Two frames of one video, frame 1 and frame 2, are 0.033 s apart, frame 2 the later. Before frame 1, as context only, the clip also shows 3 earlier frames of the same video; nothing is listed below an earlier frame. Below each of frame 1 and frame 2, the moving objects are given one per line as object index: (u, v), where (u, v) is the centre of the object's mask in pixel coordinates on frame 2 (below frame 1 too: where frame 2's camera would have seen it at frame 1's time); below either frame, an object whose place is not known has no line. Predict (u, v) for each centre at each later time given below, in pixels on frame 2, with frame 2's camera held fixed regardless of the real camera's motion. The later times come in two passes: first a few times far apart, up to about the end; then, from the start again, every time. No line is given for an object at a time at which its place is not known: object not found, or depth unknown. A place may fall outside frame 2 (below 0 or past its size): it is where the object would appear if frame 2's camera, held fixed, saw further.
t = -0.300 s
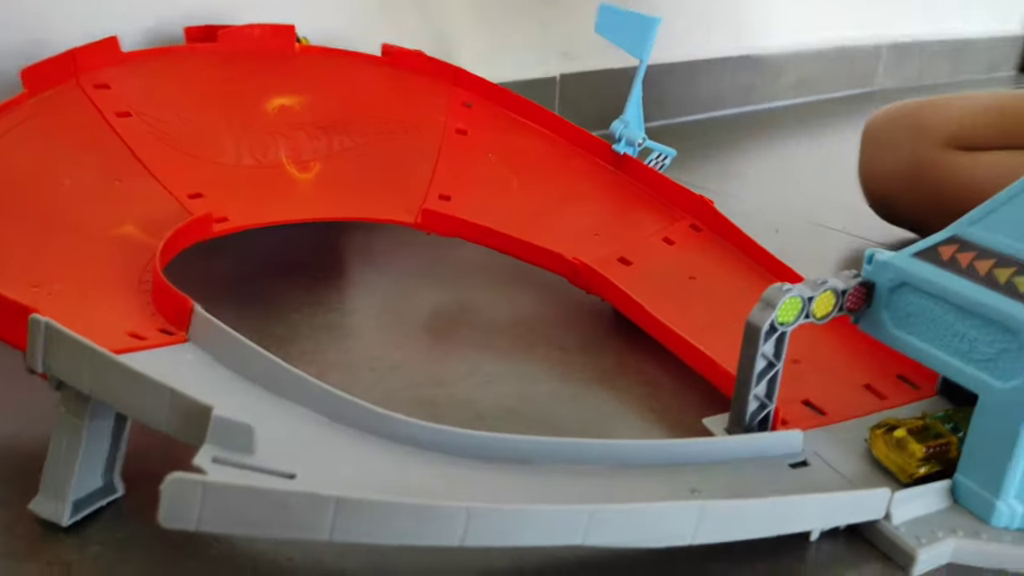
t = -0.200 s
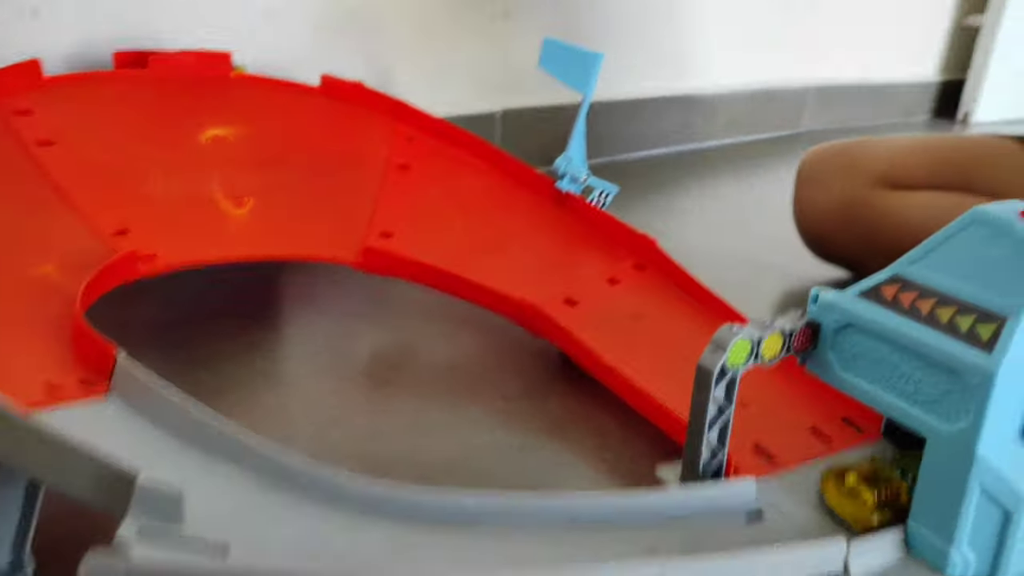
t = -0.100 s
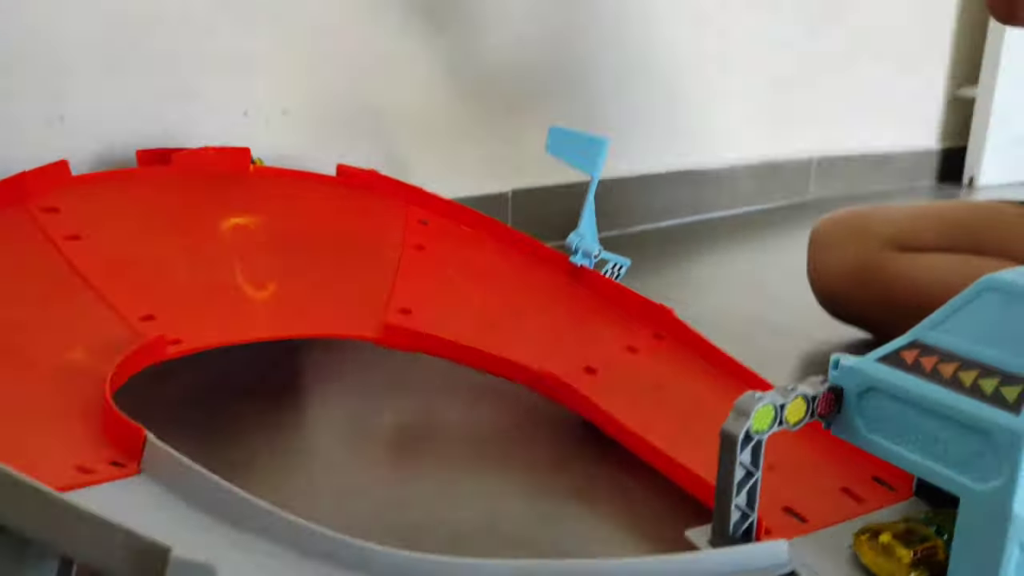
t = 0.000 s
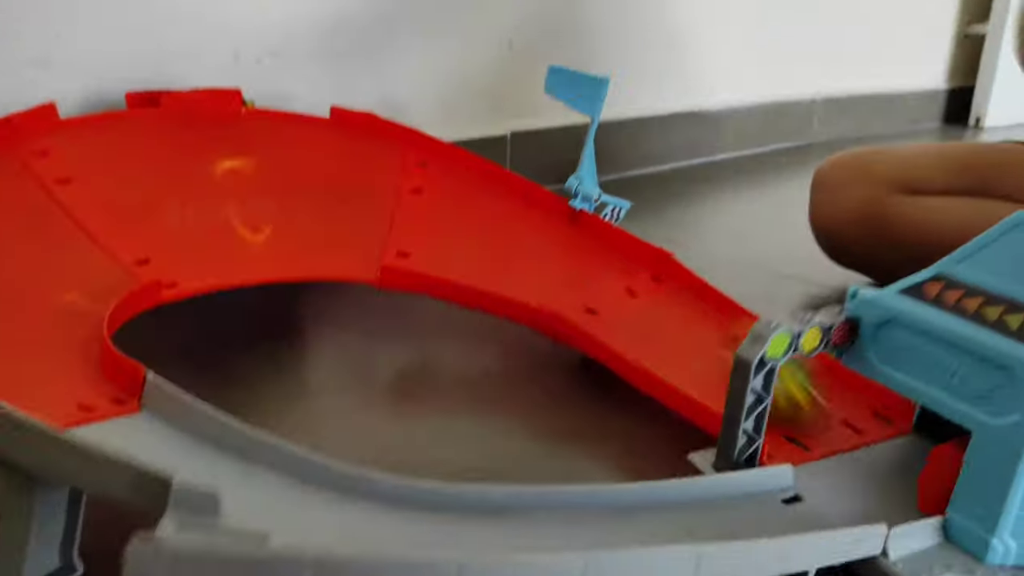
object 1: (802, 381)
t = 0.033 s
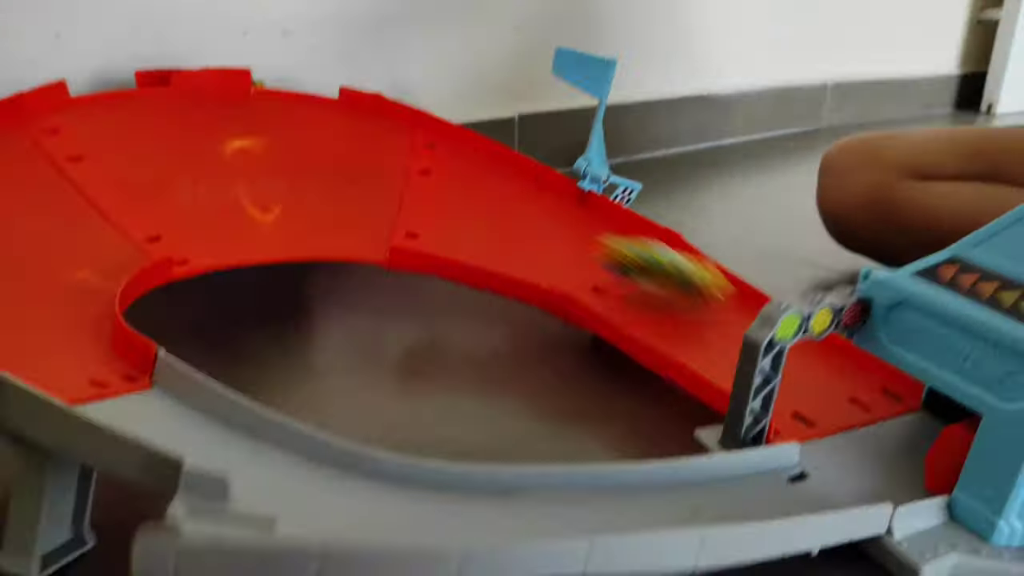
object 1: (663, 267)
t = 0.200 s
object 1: (246, 102)
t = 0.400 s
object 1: (54, 209)
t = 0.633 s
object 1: (151, 248)
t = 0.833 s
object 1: (167, 246)
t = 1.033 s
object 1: (171, 245)
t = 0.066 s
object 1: (569, 221)
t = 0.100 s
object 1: (485, 180)
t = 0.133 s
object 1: (407, 132)
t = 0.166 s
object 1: (326, 115)
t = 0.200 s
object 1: (246, 102)
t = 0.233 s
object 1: (164, 100)
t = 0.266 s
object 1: (86, 112)
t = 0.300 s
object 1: (24, 137)
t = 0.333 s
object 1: (5, 161)
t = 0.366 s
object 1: (31, 185)
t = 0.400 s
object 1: (54, 209)
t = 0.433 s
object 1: (90, 232)
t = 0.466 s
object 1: (126, 248)
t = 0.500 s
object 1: (136, 249)
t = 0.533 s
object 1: (137, 250)
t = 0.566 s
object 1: (142, 250)
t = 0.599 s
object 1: (146, 248)
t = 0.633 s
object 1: (151, 248)
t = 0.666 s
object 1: (155, 248)
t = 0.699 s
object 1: (158, 247)
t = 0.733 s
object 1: (161, 246)
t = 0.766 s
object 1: (164, 246)
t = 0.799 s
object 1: (166, 246)
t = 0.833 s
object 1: (167, 246)
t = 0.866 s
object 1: (169, 245)
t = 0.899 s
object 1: (170, 245)
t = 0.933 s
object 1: (170, 245)
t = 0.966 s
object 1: (171, 245)
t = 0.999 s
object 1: (172, 245)
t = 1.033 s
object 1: (171, 245)
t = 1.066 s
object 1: (172, 245)
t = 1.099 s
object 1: (174, 245)
